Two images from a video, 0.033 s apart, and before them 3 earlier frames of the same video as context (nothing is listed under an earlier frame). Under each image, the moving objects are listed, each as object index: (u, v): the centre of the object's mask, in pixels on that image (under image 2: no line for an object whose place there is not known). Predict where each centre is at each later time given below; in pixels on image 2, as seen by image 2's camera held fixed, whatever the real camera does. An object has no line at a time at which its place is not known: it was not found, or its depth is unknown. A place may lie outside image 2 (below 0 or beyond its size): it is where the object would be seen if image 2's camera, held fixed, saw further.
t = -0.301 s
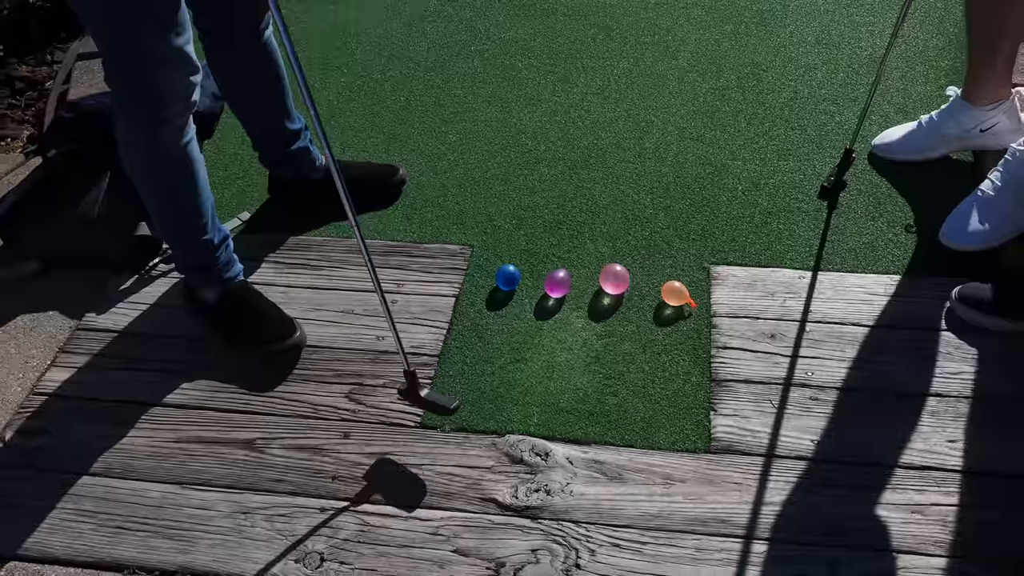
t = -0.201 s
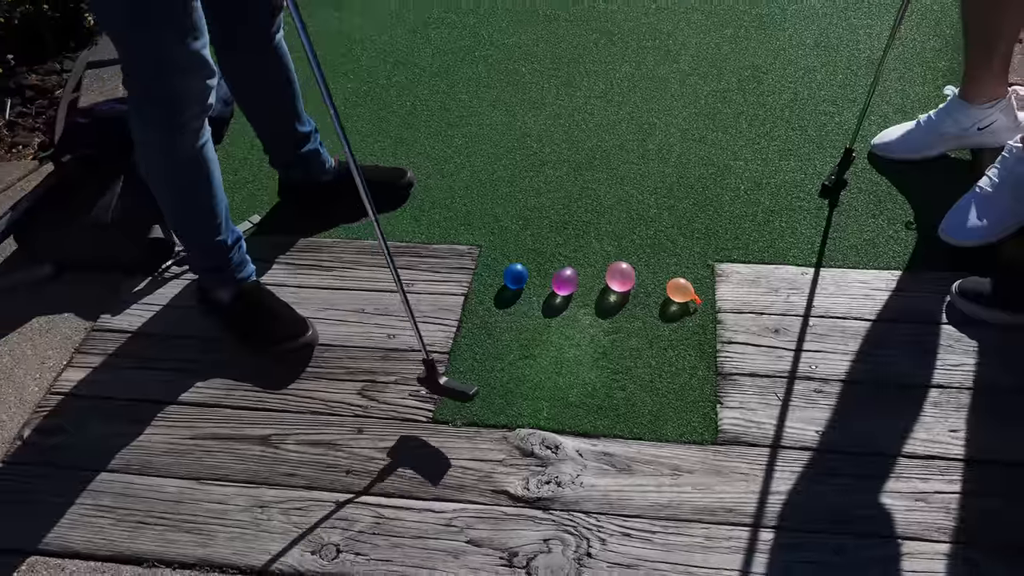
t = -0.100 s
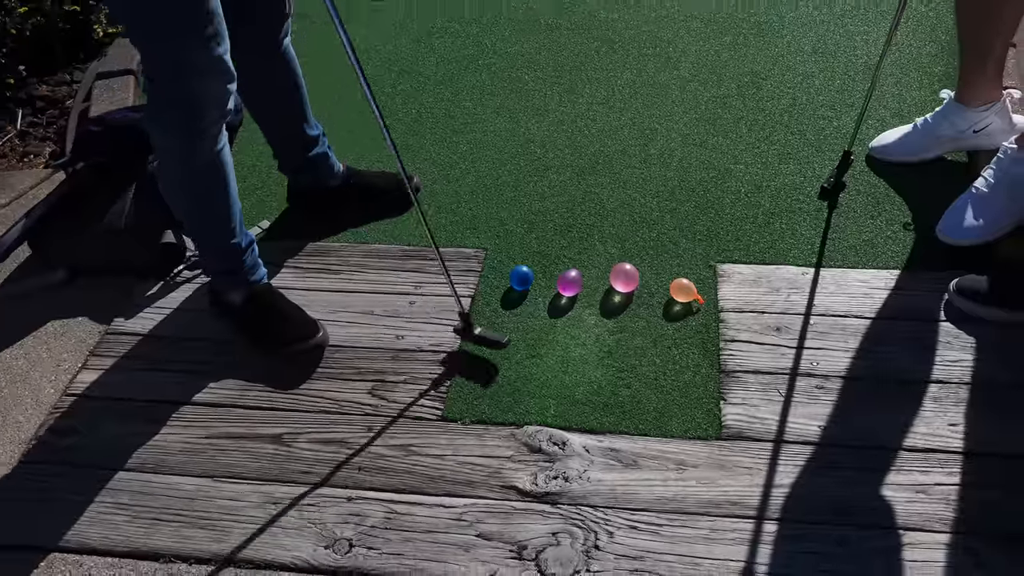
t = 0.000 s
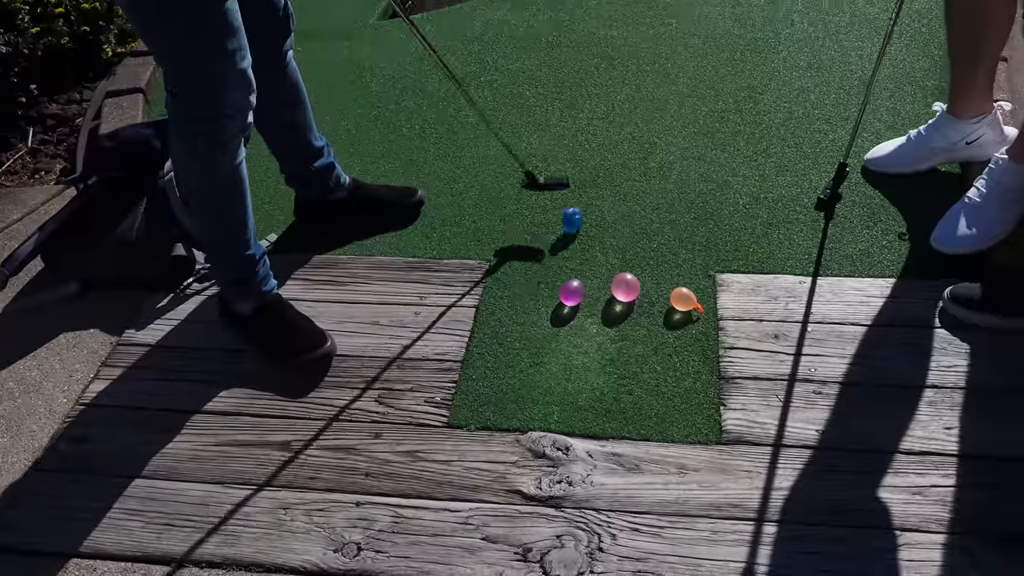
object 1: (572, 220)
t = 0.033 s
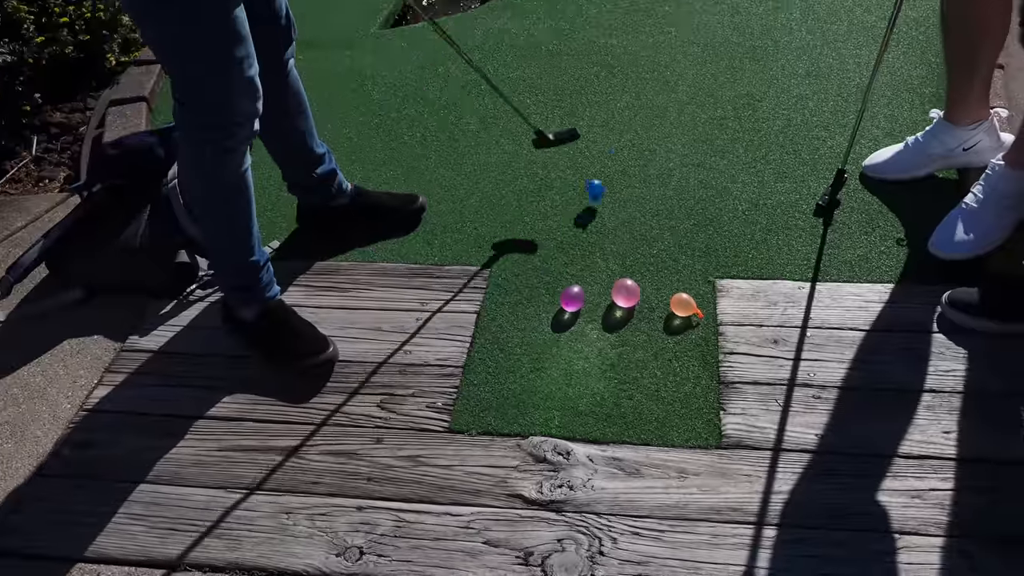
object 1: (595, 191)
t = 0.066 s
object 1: (616, 161)
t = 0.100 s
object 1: (635, 140)
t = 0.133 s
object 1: (651, 119)
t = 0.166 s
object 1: (665, 91)
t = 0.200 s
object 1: (679, 69)
